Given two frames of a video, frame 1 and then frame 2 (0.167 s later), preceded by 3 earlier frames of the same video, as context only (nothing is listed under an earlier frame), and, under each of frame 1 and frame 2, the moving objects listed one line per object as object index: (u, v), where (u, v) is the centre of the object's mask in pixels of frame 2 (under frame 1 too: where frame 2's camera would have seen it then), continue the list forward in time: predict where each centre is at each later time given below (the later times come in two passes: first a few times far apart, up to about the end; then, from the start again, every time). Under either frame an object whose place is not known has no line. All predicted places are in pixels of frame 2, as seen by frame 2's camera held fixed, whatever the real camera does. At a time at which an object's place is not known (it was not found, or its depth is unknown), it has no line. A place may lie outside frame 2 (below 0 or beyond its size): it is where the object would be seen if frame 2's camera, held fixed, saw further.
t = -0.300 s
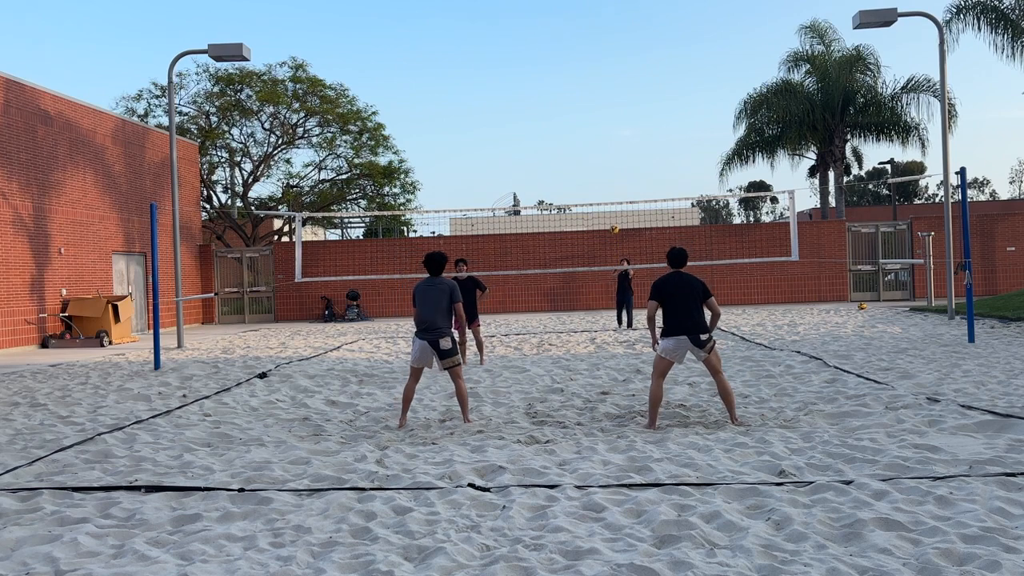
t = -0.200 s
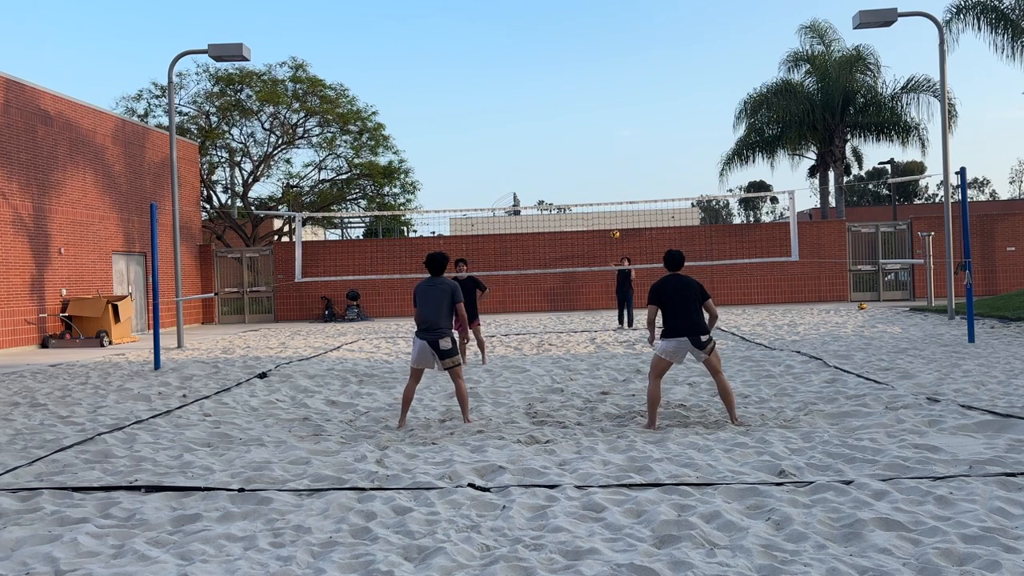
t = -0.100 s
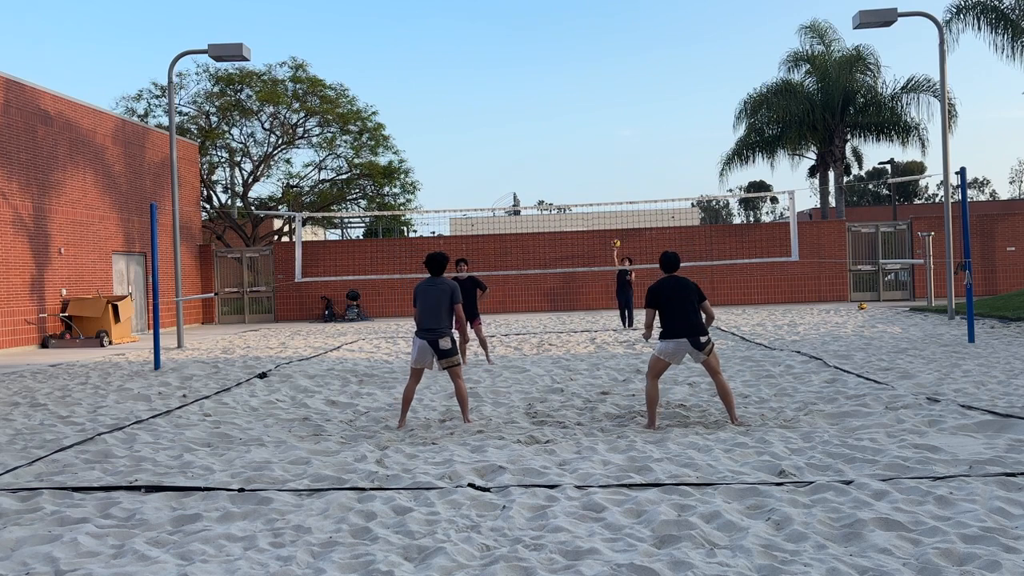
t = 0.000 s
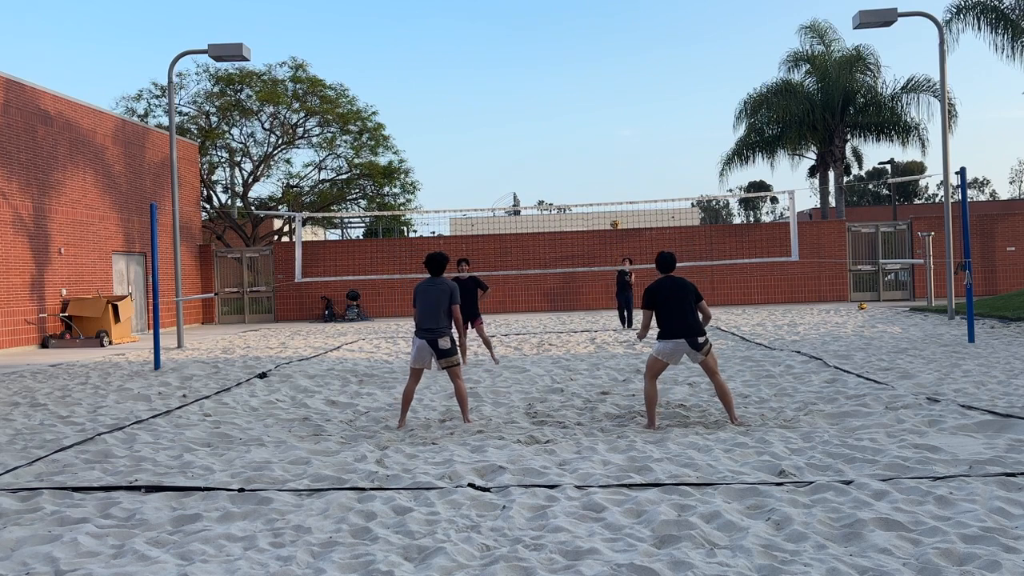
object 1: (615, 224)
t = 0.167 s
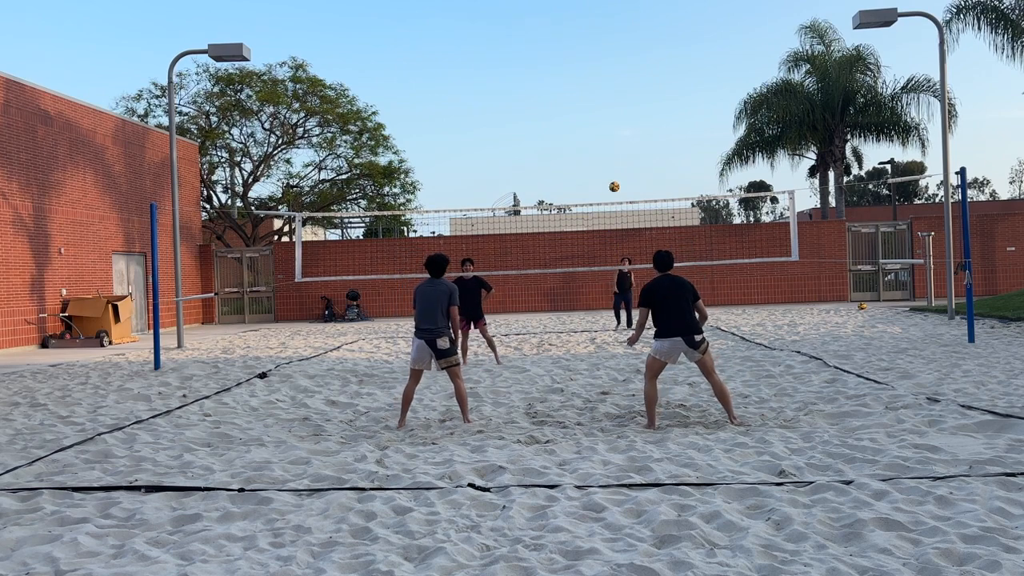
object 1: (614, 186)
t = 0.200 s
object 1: (614, 180)
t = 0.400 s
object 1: (612, 149)
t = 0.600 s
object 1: (615, 134)
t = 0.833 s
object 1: (617, 149)
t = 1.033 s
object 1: (624, 202)
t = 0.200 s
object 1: (614, 180)
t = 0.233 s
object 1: (613, 173)
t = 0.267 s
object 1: (613, 168)
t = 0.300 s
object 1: (613, 162)
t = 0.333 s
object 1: (612, 158)
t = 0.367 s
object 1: (612, 153)
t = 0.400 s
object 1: (612, 149)
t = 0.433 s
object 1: (613, 145)
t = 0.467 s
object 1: (613, 142)
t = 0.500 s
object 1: (613, 139)
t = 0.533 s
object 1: (614, 137)
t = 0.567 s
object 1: (614, 135)
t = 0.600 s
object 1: (615, 134)
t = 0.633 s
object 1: (615, 134)
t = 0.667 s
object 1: (616, 134)
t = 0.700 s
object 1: (616, 135)
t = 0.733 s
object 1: (616, 137)
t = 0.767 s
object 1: (616, 140)
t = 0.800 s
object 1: (617, 144)
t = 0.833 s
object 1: (617, 149)
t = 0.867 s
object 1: (618, 155)
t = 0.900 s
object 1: (619, 161)
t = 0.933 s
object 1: (620, 170)
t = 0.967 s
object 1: (621, 179)
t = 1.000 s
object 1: (622, 190)
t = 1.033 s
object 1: (624, 202)
